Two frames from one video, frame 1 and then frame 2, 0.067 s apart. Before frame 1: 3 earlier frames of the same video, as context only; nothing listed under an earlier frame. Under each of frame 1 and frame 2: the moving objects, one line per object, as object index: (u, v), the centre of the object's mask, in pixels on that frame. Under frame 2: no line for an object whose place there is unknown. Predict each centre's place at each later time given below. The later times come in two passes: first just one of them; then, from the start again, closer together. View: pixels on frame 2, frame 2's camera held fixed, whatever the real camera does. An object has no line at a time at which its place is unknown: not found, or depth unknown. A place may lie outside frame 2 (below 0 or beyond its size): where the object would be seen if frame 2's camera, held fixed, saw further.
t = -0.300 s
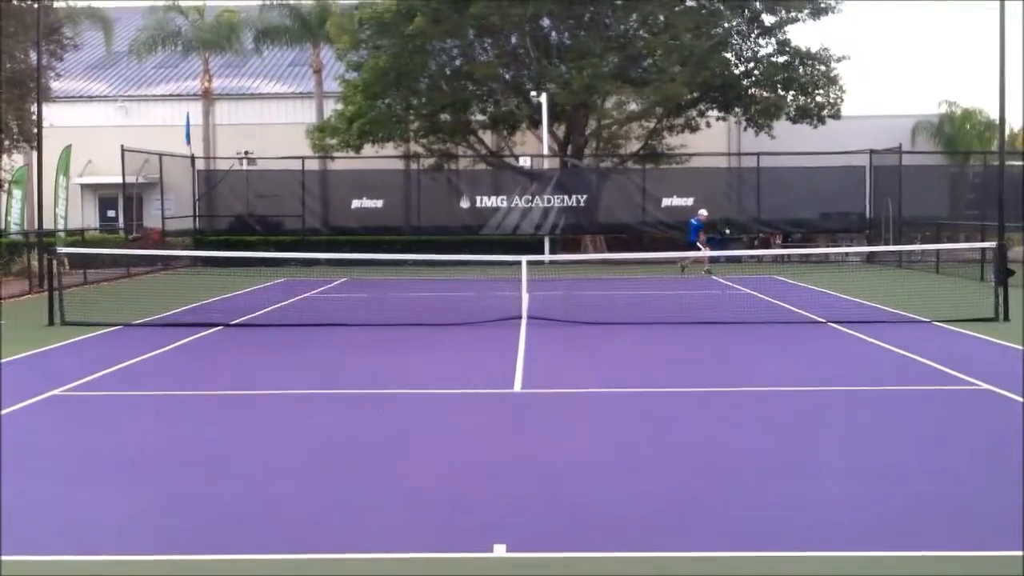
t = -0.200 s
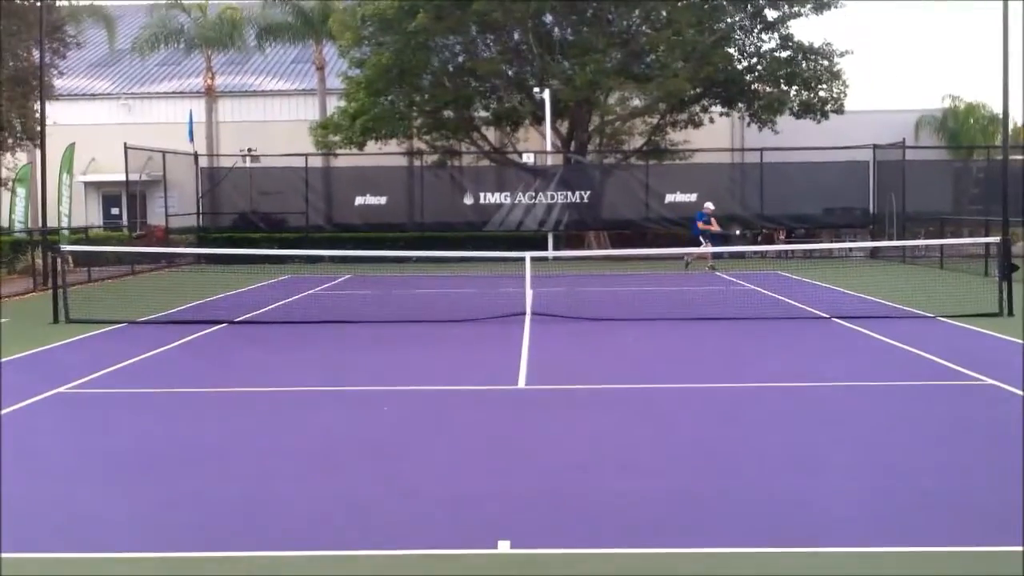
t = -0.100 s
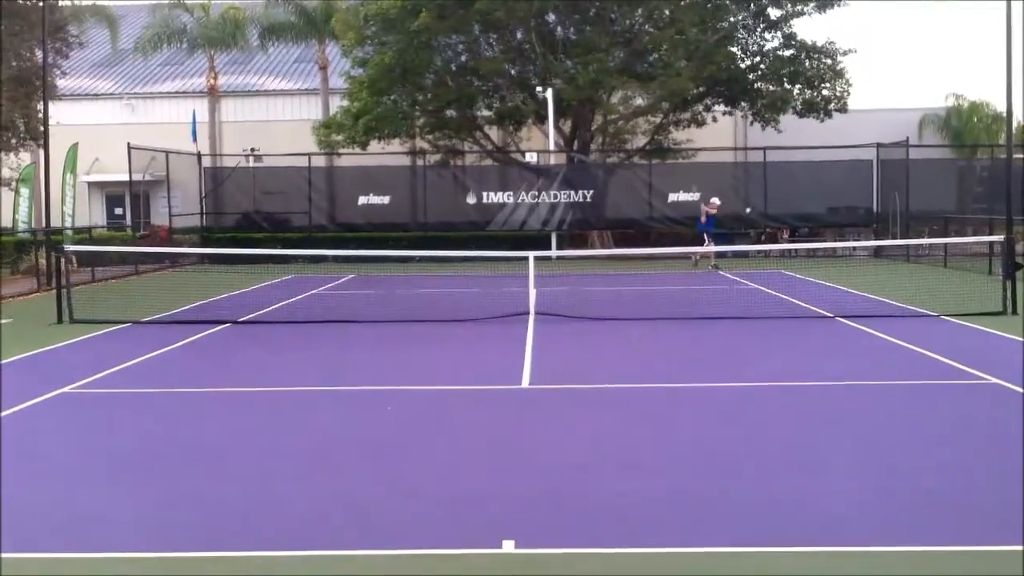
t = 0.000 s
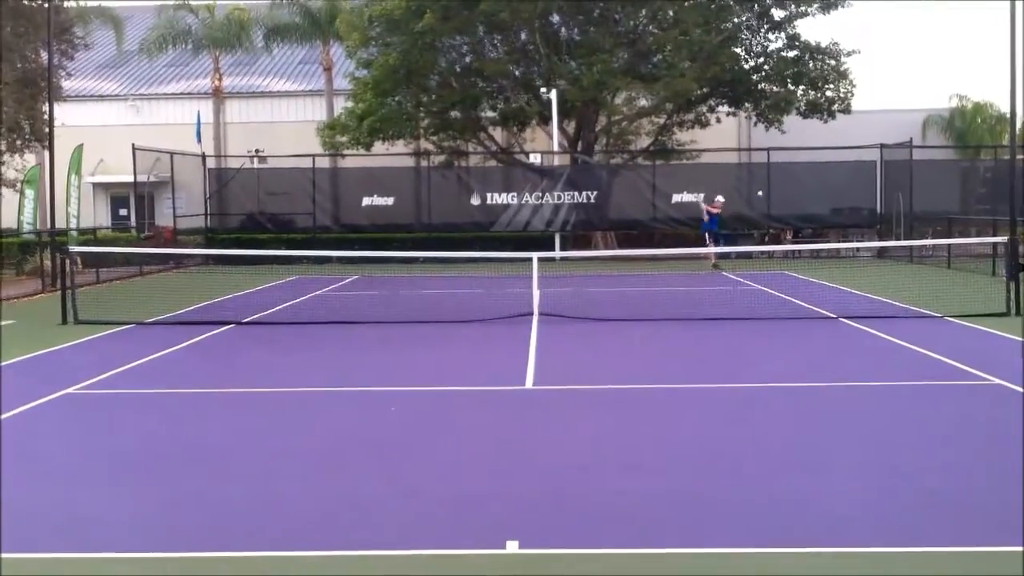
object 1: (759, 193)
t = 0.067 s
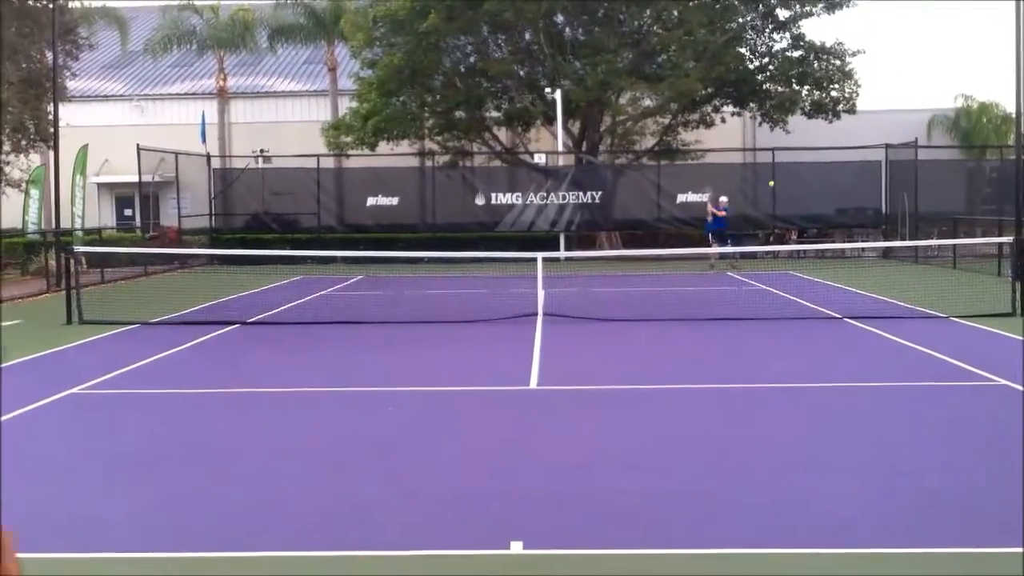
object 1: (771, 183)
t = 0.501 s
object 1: (844, 190)
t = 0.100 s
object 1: (775, 179)
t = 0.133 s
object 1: (778, 175)
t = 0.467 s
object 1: (836, 181)
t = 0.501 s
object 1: (844, 190)
